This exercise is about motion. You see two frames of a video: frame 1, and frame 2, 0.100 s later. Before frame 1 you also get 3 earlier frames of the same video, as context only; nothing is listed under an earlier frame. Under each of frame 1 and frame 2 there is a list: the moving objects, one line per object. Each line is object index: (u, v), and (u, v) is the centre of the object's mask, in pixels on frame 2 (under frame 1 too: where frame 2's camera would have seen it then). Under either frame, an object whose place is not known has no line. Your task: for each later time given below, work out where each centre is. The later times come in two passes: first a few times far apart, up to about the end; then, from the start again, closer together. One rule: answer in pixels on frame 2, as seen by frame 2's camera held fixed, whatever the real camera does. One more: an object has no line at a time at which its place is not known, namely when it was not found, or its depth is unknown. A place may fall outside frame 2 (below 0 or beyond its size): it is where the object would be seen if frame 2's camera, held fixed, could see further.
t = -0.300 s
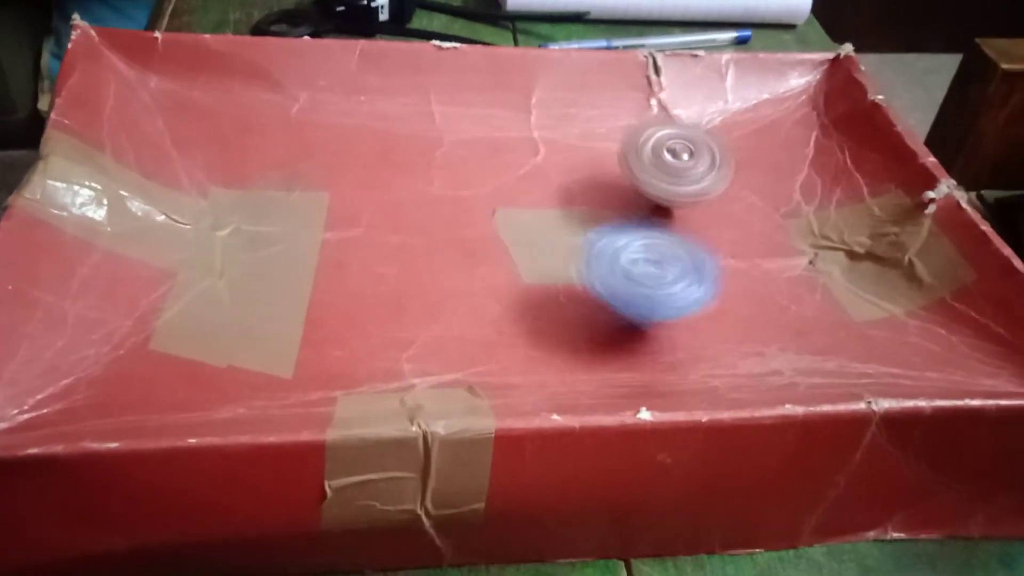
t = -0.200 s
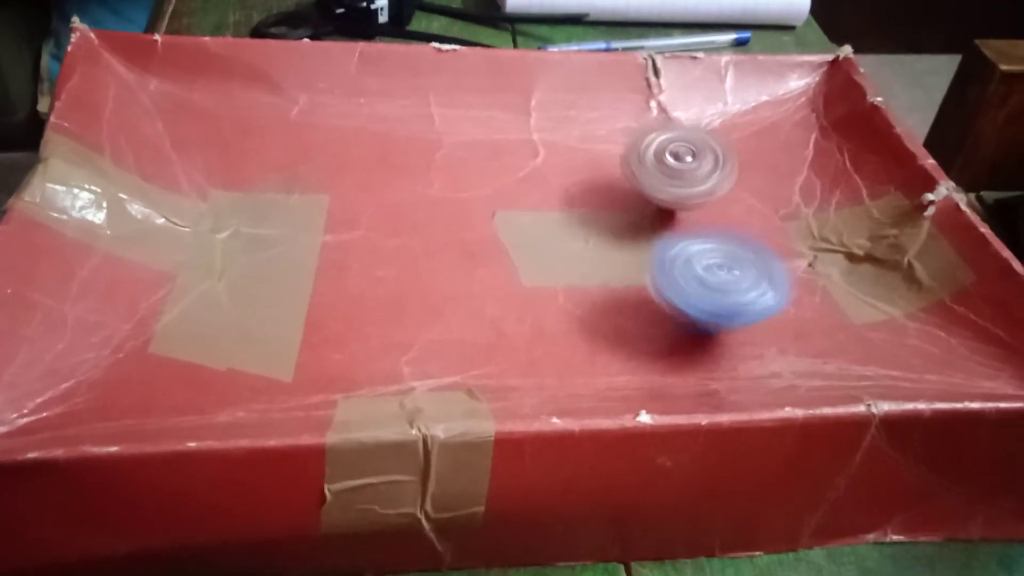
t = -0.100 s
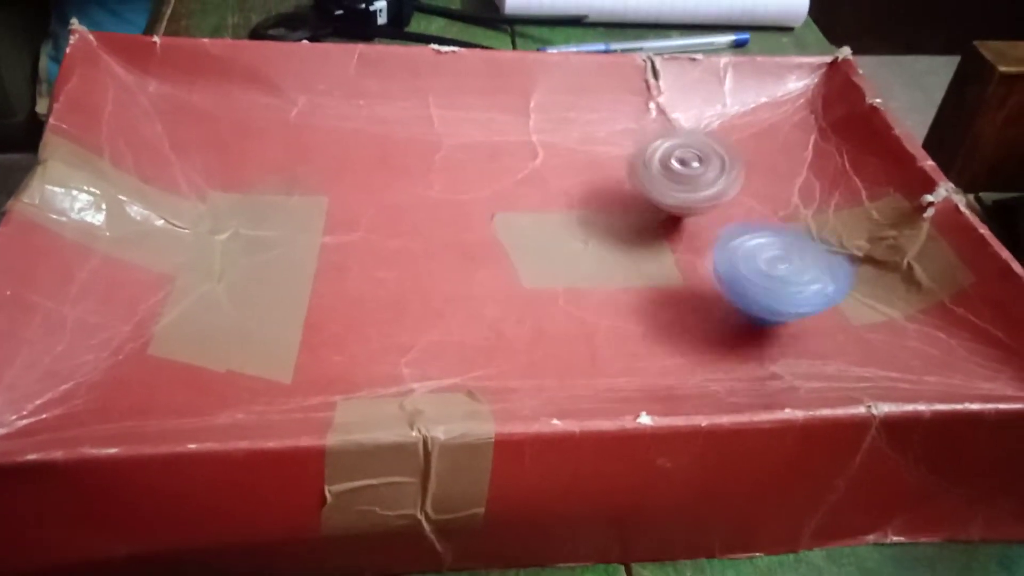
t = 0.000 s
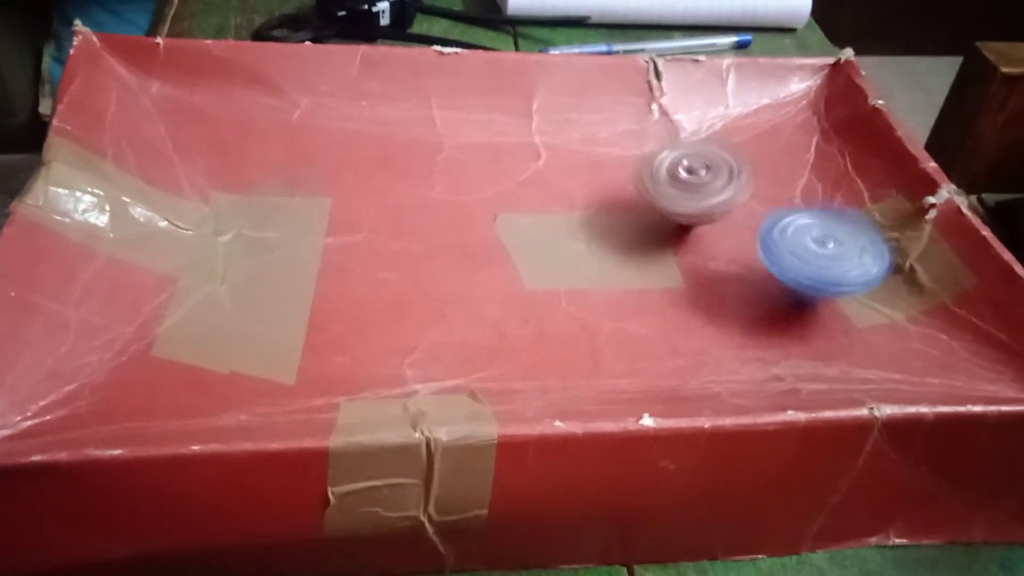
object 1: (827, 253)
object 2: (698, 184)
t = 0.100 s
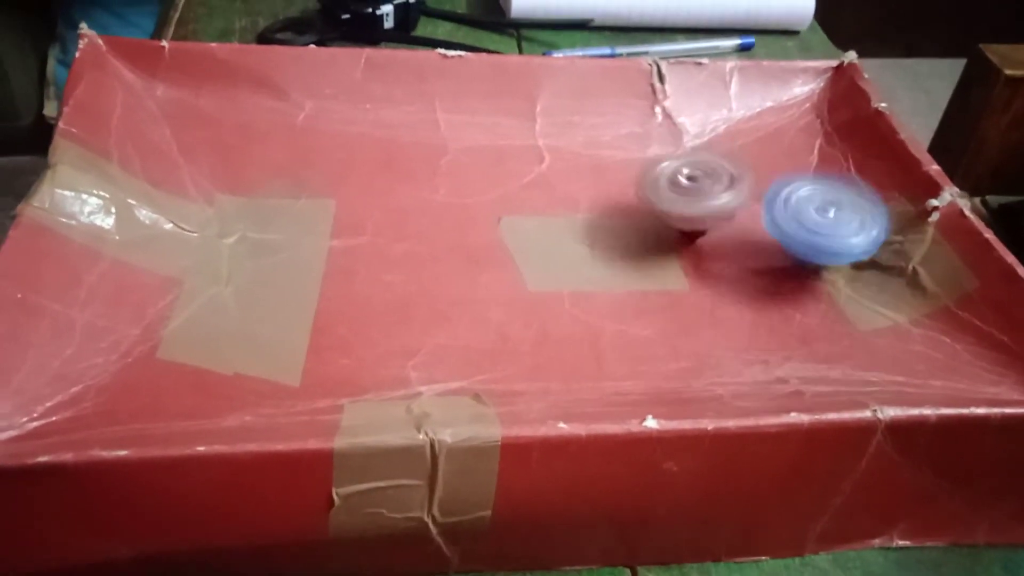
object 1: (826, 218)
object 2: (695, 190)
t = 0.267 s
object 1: (799, 168)
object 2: (657, 192)
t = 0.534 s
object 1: (729, 182)
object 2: (590, 178)
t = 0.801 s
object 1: (747, 234)
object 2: (560, 156)
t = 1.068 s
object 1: (803, 242)
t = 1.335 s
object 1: (704, 217)
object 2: (579, 177)
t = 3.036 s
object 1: (678, 218)
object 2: (534, 198)
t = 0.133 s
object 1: (828, 212)
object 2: (692, 190)
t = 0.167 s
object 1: (827, 202)
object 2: (691, 191)
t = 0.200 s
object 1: (818, 190)
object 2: (684, 190)
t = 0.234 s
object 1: (808, 176)
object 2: (668, 191)
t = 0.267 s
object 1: (799, 168)
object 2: (657, 192)
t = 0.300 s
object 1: (788, 164)
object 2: (648, 191)
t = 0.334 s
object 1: (774, 161)
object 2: (641, 191)
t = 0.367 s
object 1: (760, 160)
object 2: (635, 190)
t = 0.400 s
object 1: (746, 163)
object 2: (628, 189)
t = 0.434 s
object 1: (733, 168)
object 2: (622, 187)
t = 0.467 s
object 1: (729, 172)
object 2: (611, 187)
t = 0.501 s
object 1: (728, 176)
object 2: (598, 182)
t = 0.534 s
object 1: (729, 182)
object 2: (590, 178)
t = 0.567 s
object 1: (728, 188)
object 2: (582, 175)
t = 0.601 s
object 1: (730, 194)
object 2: (577, 172)
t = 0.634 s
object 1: (731, 200)
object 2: (572, 170)
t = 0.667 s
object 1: (734, 209)
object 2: (568, 166)
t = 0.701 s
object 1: (737, 216)
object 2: (565, 163)
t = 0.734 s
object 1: (738, 222)
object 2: (563, 160)
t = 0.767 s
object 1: (741, 228)
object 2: (561, 158)
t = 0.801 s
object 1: (747, 234)
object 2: (560, 156)
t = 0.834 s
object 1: (756, 241)
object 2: (560, 154)
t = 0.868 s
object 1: (766, 247)
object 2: (560, 154)
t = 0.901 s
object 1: (774, 250)
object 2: (559, 153)
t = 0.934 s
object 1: (784, 252)
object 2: (560, 153)
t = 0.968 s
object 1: (794, 252)
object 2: (558, 155)
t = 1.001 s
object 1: (802, 250)
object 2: (559, 153)
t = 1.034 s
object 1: (802, 247)
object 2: (558, 154)
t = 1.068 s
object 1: (803, 242)
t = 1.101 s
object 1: (799, 237)
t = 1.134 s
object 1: (795, 230)
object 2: (560, 157)
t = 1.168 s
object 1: (778, 227)
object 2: (564, 161)
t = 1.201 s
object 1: (758, 224)
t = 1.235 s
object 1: (744, 221)
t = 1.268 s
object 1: (731, 219)
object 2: (572, 166)
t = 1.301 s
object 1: (716, 218)
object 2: (577, 171)
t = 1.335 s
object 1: (704, 217)
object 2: (579, 177)
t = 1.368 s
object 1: (696, 218)
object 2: (580, 181)
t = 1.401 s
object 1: (698, 221)
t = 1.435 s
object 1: (699, 227)
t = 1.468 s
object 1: (702, 228)
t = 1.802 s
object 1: (698, 215)
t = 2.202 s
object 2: (531, 178)
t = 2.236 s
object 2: (529, 177)
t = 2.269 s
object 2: (532, 177)
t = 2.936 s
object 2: (535, 196)
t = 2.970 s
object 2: (536, 198)
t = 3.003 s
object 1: (682, 216)
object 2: (535, 198)
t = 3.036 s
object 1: (678, 218)
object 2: (534, 198)
